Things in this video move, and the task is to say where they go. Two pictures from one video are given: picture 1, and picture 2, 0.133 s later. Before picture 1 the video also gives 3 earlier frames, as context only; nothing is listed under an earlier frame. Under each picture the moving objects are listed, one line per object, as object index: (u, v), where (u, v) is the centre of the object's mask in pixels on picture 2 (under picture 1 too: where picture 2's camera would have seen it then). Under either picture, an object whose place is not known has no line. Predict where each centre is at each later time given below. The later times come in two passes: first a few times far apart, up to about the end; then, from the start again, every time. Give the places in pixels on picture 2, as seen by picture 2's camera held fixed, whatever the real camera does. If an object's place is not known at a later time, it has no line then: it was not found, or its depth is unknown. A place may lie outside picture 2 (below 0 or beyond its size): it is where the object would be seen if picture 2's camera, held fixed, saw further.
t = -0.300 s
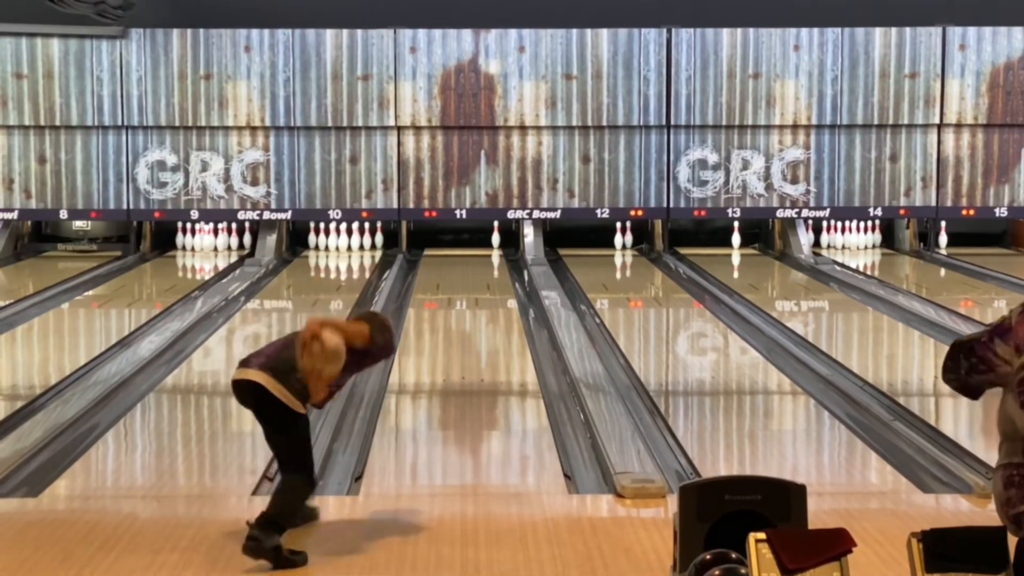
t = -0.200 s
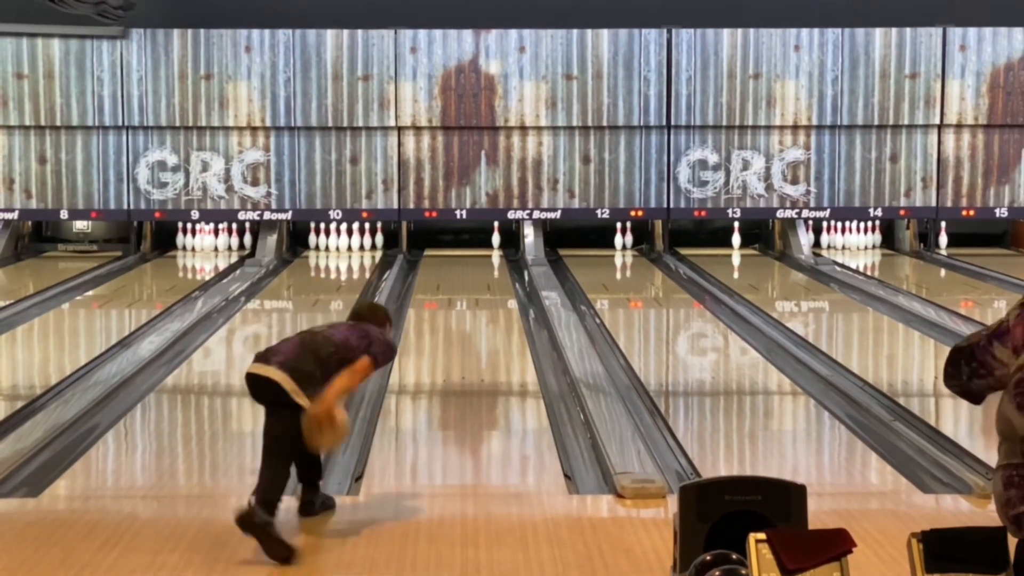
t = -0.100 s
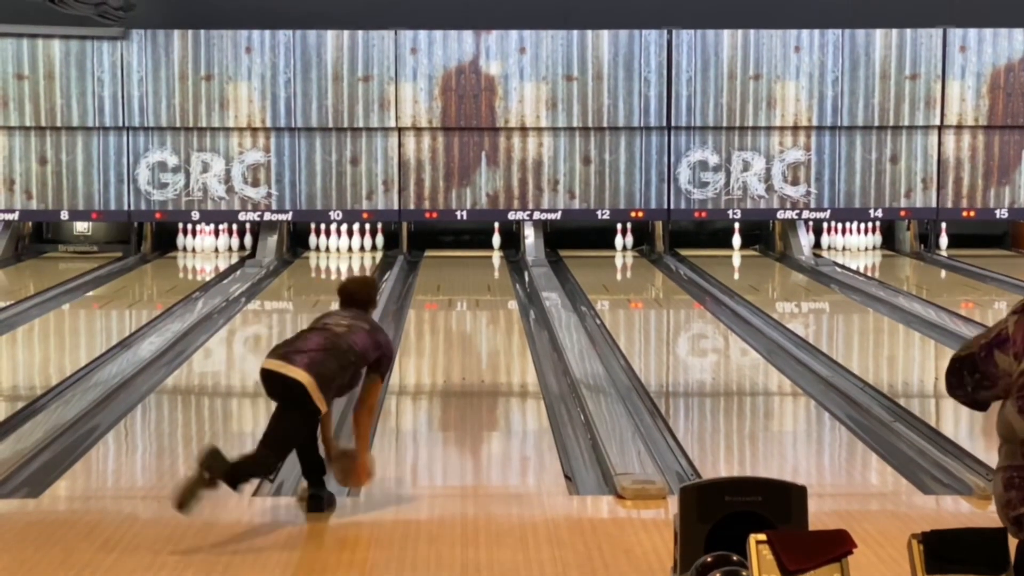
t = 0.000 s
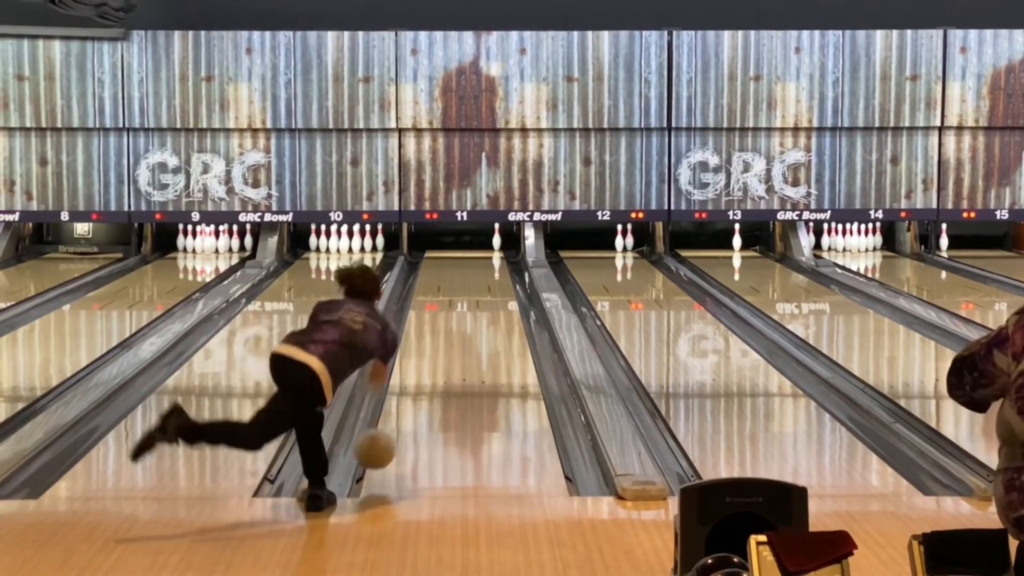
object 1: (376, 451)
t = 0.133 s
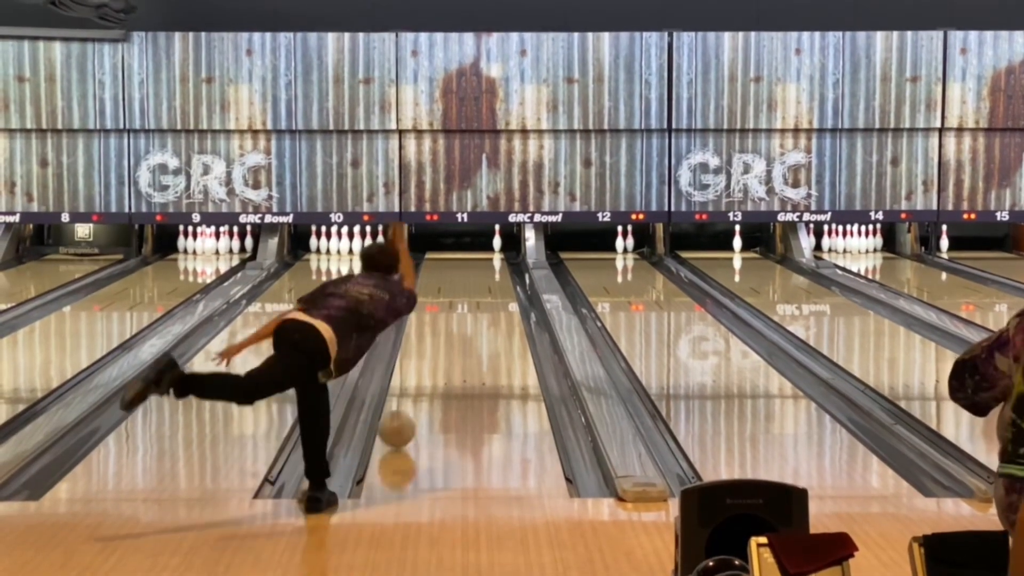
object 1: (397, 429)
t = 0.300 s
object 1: (418, 397)
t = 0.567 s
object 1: (447, 356)
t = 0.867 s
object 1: (465, 324)
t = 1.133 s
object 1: (479, 302)
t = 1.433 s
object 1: (492, 281)
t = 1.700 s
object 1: (499, 267)
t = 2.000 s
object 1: (502, 254)
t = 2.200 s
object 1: (502, 247)
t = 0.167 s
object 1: (401, 423)
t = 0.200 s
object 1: (405, 416)
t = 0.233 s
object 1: (409, 410)
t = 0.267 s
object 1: (414, 402)
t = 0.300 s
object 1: (418, 397)
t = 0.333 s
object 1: (421, 391)
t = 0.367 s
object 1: (424, 386)
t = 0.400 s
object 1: (428, 381)
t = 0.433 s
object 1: (431, 375)
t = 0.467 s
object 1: (434, 371)
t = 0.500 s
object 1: (437, 367)
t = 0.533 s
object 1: (440, 366)
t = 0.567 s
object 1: (447, 356)
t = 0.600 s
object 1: (446, 353)
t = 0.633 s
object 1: (449, 349)
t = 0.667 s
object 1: (453, 346)
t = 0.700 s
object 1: (456, 342)
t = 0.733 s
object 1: (457, 339)
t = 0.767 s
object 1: (458, 335)
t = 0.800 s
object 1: (460, 331)
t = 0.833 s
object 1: (462, 327)
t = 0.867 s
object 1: (465, 324)
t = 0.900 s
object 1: (467, 322)
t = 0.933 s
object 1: (468, 318)
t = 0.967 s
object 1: (470, 315)
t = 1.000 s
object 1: (472, 312)
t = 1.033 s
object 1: (474, 309)
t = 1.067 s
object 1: (476, 306)
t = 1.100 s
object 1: (478, 304)
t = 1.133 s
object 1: (479, 302)
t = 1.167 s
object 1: (481, 299)
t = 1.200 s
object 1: (482, 297)
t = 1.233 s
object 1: (484, 295)
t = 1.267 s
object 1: (485, 292)
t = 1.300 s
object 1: (487, 290)
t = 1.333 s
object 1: (488, 288)
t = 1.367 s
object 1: (489, 285)
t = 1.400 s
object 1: (491, 283)
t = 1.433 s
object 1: (492, 281)
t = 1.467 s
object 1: (492, 280)
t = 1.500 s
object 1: (494, 278)
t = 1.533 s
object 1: (495, 276)
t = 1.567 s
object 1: (495, 274)
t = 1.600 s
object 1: (496, 272)
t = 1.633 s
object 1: (497, 270)
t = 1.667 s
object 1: (498, 269)
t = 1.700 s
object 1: (499, 267)
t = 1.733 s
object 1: (499, 265)
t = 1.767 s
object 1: (500, 263)
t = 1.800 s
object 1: (501, 261)
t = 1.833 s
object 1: (503, 259)
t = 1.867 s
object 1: (503, 260)
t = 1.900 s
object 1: (502, 258)
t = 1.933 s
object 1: (502, 256)
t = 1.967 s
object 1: (502, 255)
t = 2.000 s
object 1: (502, 254)
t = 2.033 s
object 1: (502, 253)
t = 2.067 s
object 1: (502, 252)
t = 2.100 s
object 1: (503, 250)
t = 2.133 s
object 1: (503, 248)
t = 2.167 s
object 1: (503, 248)
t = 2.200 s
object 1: (502, 247)
